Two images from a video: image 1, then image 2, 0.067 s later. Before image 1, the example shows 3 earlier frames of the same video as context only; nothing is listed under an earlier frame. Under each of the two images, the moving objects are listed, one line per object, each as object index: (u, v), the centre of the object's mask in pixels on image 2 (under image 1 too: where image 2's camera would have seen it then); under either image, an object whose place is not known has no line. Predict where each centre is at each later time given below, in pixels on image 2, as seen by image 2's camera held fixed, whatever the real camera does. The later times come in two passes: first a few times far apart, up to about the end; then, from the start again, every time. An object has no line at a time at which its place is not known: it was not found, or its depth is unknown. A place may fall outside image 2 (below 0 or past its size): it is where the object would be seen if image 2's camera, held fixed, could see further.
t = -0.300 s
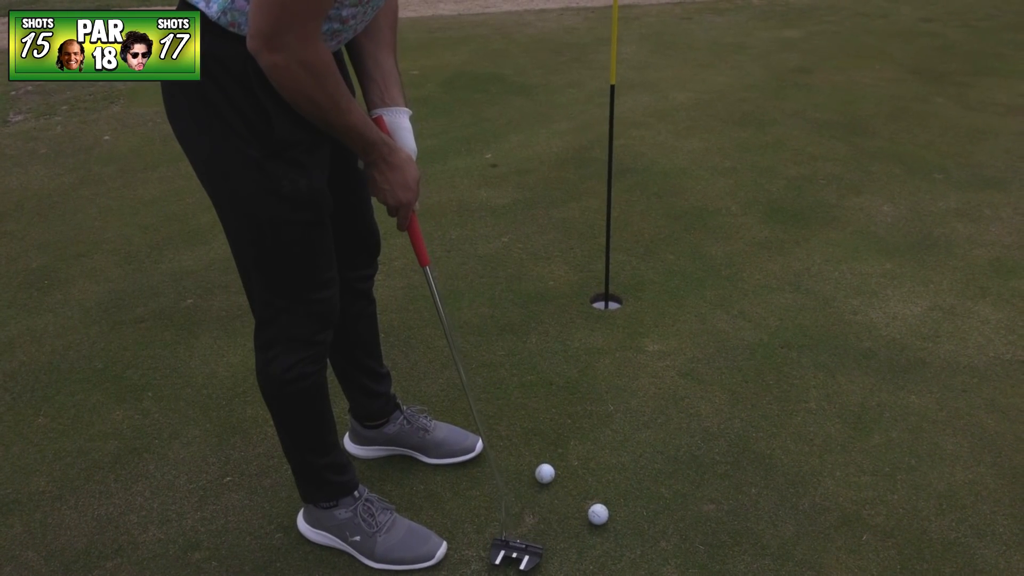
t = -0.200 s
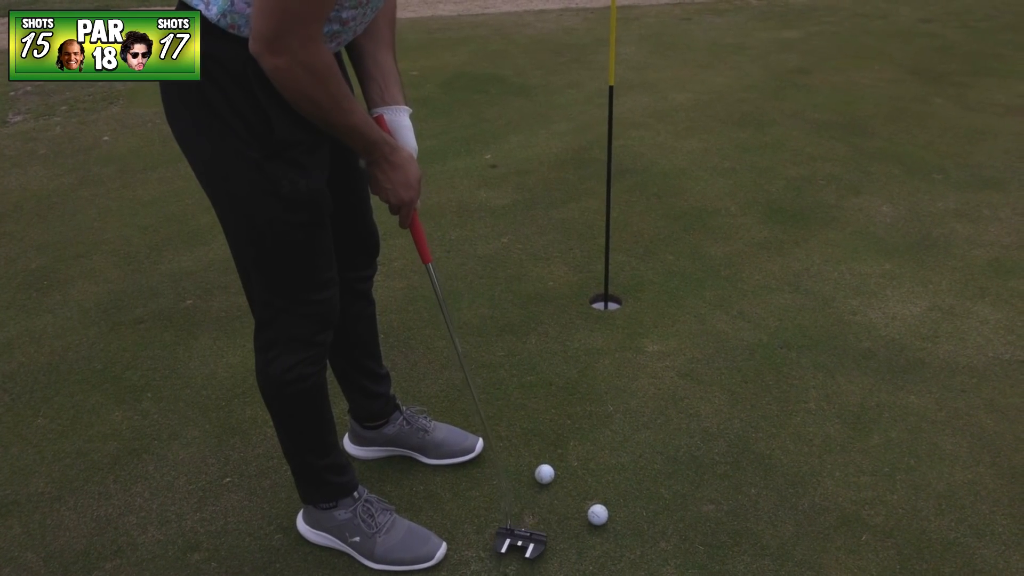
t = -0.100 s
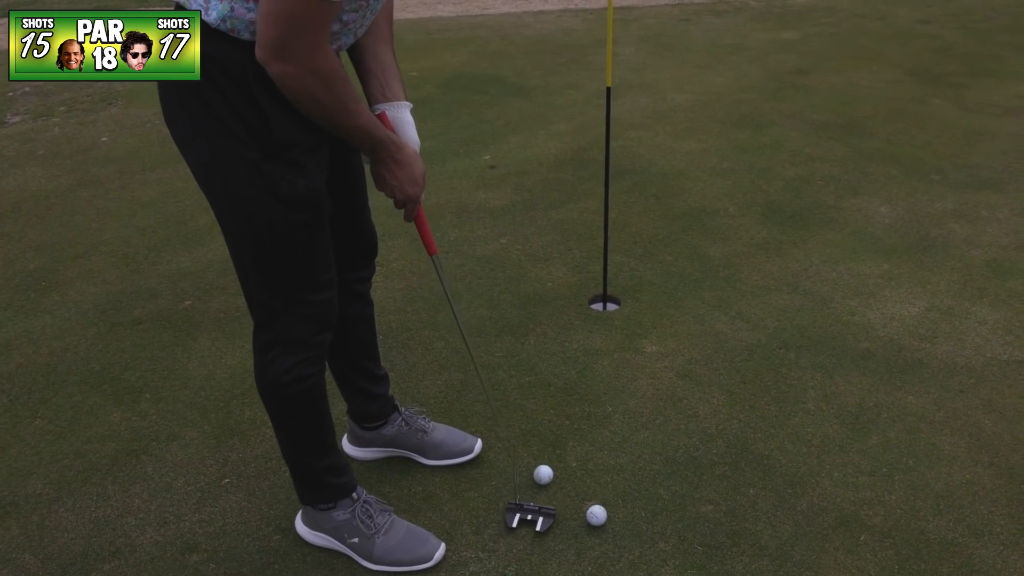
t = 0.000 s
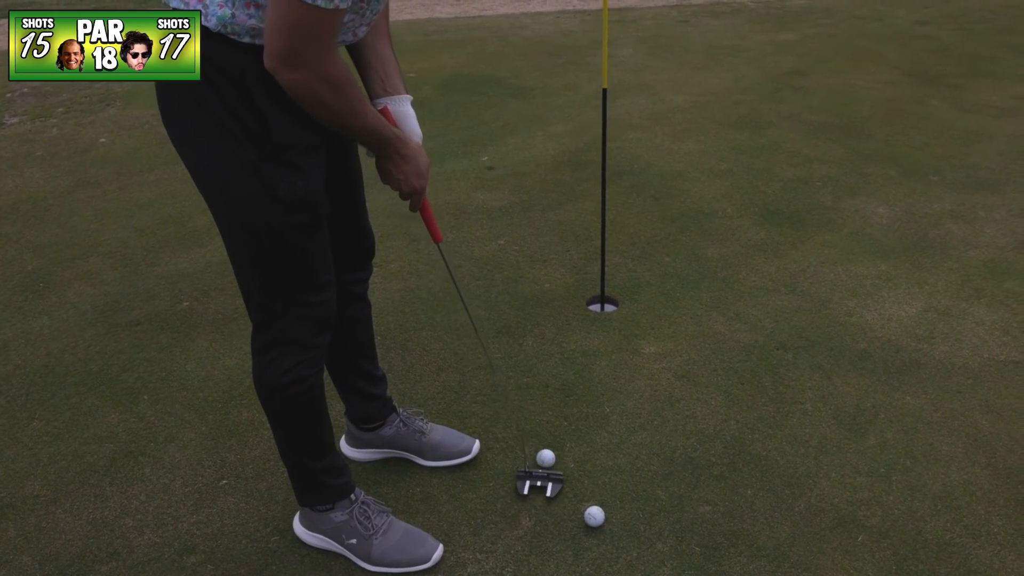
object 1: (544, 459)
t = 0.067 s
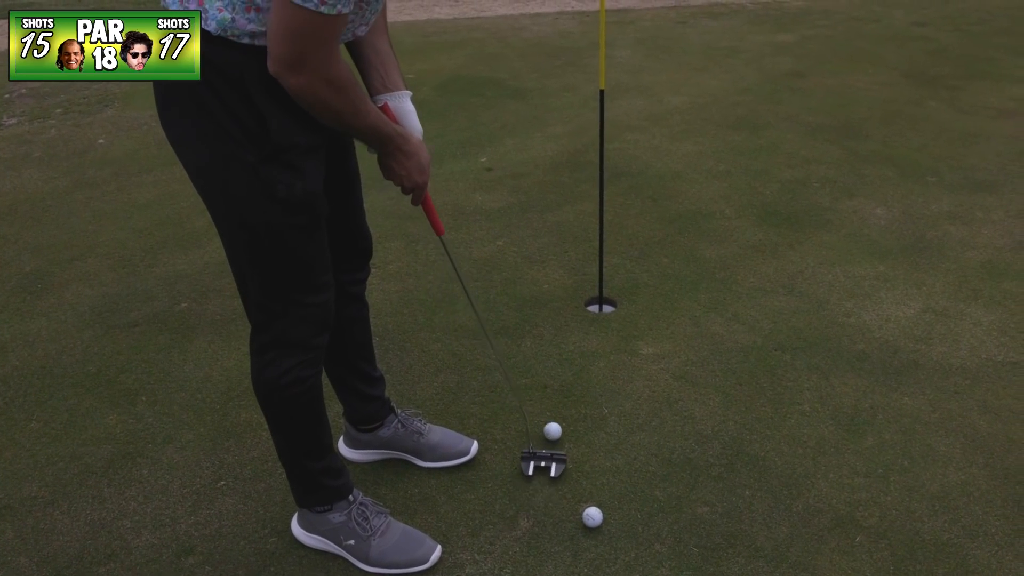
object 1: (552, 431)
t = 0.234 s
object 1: (572, 383)
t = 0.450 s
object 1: (595, 337)
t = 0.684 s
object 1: (619, 303)
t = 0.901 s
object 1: (642, 283)
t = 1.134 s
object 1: (667, 269)
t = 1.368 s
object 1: (689, 263)
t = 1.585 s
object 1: (707, 262)
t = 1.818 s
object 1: (719, 263)
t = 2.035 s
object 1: (721, 264)
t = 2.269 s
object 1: (722, 264)
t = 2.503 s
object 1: (723, 264)
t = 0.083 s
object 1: (554, 426)
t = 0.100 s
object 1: (556, 420)
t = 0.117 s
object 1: (558, 415)
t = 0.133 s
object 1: (560, 410)
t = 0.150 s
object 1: (562, 405)
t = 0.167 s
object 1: (564, 400)
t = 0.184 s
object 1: (566, 396)
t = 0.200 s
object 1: (568, 391)
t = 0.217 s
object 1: (570, 387)
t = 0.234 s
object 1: (572, 383)
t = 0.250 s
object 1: (573, 379)
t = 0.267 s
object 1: (575, 375)
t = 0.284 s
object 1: (577, 371)
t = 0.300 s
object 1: (579, 368)
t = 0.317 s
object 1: (581, 364)
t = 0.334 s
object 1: (582, 360)
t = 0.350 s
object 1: (584, 356)
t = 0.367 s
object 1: (586, 353)
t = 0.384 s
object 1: (588, 350)
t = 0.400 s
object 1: (590, 346)
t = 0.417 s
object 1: (591, 343)
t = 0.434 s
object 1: (593, 340)
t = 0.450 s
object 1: (595, 337)
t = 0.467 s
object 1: (596, 334)
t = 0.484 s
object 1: (598, 332)
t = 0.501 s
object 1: (600, 329)
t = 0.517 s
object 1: (602, 326)
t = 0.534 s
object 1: (604, 324)
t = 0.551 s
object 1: (605, 321)
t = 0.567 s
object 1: (607, 318)
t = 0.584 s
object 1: (609, 316)
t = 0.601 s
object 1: (610, 314)
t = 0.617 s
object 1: (612, 311)
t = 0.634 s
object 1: (614, 309)
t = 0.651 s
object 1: (616, 307)
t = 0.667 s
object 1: (618, 305)
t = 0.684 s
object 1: (619, 303)
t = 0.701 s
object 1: (621, 301)
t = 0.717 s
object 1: (623, 299)
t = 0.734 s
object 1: (624, 297)
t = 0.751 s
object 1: (626, 295)
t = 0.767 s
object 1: (628, 294)
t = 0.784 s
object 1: (629, 292)
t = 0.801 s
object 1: (631, 290)
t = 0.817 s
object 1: (633, 289)
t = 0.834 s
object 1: (635, 288)
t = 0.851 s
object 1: (636, 286)
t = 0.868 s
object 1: (638, 285)
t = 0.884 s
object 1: (640, 284)
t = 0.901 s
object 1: (642, 283)
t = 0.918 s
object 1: (643, 281)
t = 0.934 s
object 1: (645, 280)
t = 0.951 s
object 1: (647, 279)
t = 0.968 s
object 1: (648, 278)
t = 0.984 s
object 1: (650, 277)
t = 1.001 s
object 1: (652, 276)
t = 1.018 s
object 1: (654, 275)
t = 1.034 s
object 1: (656, 274)
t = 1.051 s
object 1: (657, 273)
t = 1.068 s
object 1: (659, 272)
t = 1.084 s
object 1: (661, 271)
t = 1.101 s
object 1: (663, 271)
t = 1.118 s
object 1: (665, 270)
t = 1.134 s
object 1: (667, 269)
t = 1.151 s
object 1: (668, 268)
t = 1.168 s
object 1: (670, 268)
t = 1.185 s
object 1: (672, 267)
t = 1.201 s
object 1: (673, 267)
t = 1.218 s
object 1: (675, 266)
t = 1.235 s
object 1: (677, 266)
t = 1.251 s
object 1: (679, 265)
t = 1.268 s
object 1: (680, 265)
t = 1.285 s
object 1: (682, 265)
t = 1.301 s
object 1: (683, 264)
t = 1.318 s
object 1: (684, 264)
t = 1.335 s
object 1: (686, 263)
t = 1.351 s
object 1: (688, 263)
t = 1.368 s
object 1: (689, 263)
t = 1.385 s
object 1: (690, 262)
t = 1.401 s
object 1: (692, 262)
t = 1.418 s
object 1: (693, 262)
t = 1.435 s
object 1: (694, 262)
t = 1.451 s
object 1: (696, 262)
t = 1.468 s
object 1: (697, 262)
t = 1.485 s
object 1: (699, 262)
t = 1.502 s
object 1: (700, 262)
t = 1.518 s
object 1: (701, 262)
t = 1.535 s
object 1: (703, 262)
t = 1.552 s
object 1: (704, 262)
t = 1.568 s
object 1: (705, 263)
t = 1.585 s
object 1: (707, 262)
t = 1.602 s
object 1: (708, 262)
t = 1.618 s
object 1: (709, 262)
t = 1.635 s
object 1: (710, 262)
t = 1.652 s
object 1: (711, 262)
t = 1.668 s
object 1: (712, 262)
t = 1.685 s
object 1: (713, 262)
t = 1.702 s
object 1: (714, 262)
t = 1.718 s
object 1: (715, 262)
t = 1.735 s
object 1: (716, 263)
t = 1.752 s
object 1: (716, 263)
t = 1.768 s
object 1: (717, 263)
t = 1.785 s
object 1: (718, 263)
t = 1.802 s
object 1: (718, 263)
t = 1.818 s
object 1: (719, 263)
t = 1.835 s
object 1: (720, 263)
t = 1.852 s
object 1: (720, 263)
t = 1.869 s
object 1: (721, 263)
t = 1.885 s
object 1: (721, 263)
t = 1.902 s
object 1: (721, 264)
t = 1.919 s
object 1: (721, 263)
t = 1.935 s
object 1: (721, 263)
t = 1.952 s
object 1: (721, 263)
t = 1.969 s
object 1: (721, 263)
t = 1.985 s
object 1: (721, 264)
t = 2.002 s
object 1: (721, 263)
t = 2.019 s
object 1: (721, 263)
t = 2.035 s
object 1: (721, 264)
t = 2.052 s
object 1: (721, 263)
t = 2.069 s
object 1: (721, 263)
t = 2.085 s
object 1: (722, 263)
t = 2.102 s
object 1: (722, 263)
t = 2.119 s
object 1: (722, 264)
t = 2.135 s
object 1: (722, 264)
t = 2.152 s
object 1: (722, 264)
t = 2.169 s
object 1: (722, 264)
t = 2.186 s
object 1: (722, 264)
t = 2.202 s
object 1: (722, 264)
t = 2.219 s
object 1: (722, 264)
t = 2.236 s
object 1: (722, 264)
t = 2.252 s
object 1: (722, 264)
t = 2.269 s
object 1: (722, 264)
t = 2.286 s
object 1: (722, 264)
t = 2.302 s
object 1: (722, 264)
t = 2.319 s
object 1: (722, 264)
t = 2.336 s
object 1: (722, 264)
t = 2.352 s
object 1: (722, 263)
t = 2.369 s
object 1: (722, 264)
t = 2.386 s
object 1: (722, 263)
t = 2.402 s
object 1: (722, 264)
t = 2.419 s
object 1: (722, 264)
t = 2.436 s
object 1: (722, 264)
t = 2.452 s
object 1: (723, 263)
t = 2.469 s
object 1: (723, 264)
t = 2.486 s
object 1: (723, 264)
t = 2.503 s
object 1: (723, 264)
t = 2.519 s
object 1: (723, 264)
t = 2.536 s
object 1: (723, 264)
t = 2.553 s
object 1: (723, 264)
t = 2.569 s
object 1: (723, 264)
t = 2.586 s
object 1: (723, 264)
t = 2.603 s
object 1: (723, 264)
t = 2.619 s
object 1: (723, 264)
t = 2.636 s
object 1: (723, 264)
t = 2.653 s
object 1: (723, 264)
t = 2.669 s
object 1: (723, 264)
